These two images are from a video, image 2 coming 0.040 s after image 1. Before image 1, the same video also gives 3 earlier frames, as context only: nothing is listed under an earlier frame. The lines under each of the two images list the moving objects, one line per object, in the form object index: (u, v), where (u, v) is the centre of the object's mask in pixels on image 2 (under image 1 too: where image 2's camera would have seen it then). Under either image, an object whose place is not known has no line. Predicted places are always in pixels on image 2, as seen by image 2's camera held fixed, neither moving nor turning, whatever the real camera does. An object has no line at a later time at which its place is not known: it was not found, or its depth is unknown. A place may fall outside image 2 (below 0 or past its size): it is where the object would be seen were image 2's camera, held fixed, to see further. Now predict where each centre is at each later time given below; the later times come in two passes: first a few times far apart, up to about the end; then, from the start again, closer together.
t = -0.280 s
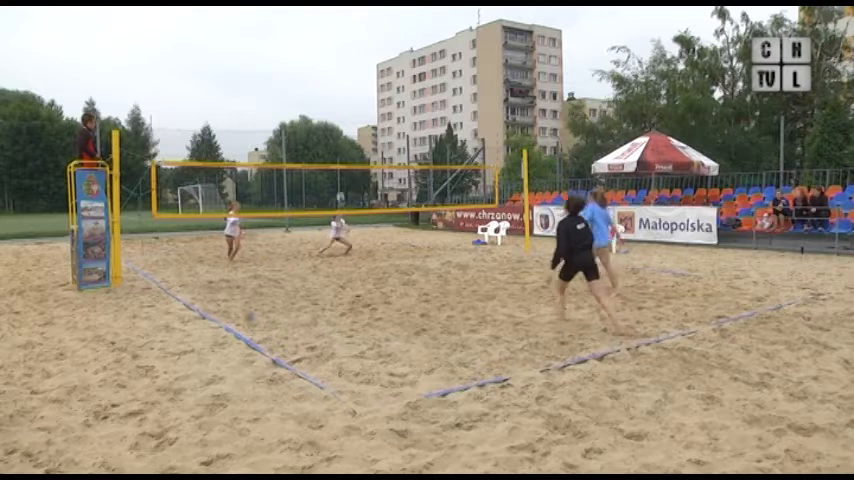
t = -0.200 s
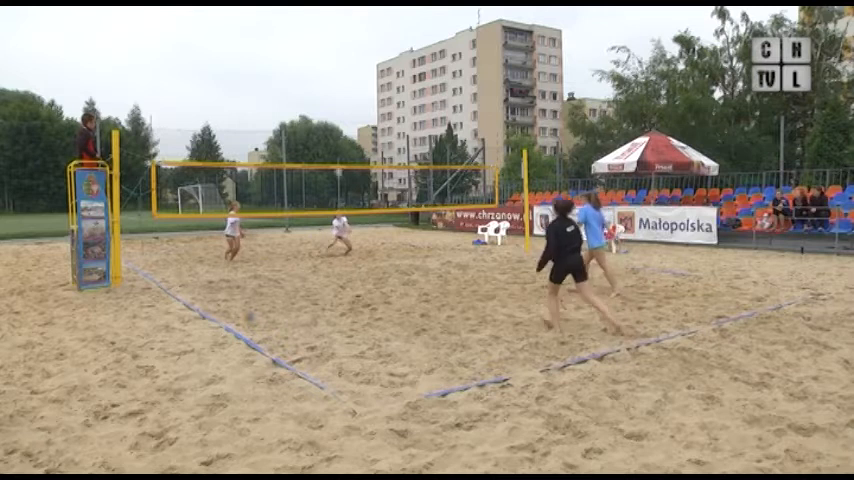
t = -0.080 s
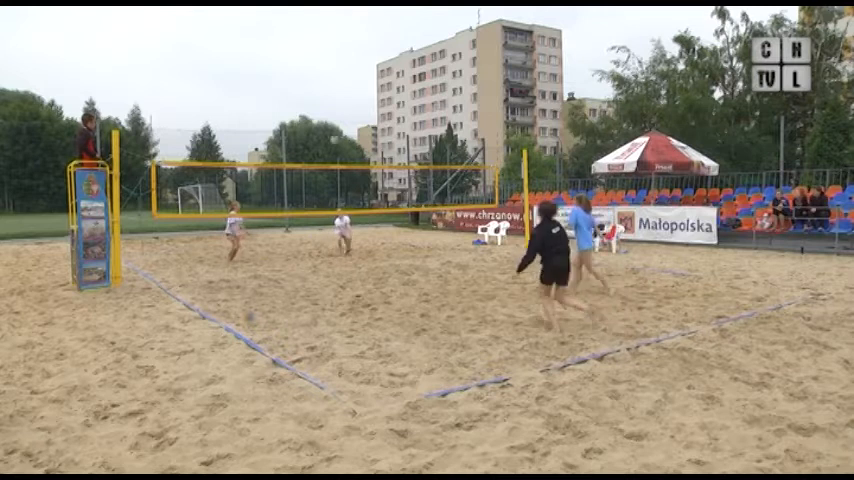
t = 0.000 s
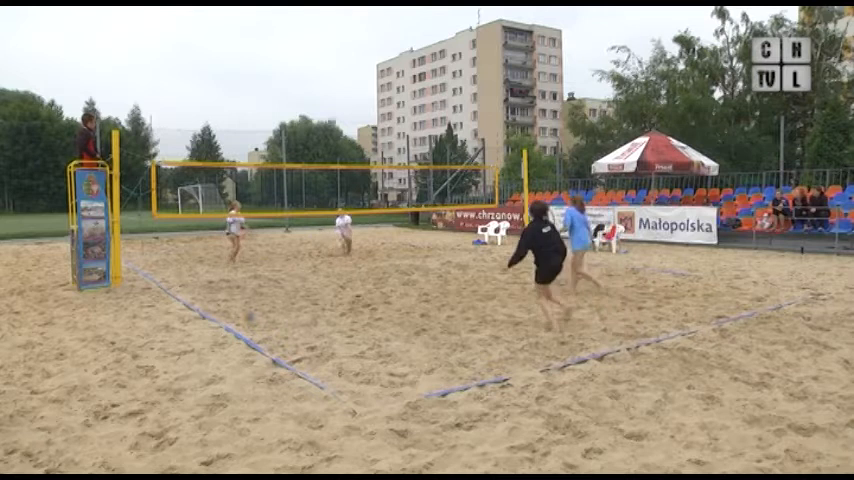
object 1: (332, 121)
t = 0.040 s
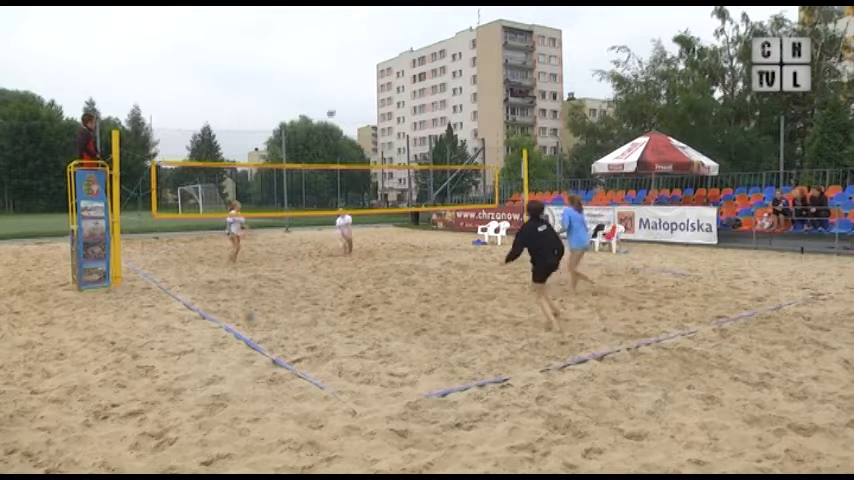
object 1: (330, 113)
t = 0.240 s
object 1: (324, 78)
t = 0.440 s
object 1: (318, 58)
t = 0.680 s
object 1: (312, 54)
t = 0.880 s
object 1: (306, 66)
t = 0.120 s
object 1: (328, 97)
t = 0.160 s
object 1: (327, 90)
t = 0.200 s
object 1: (326, 84)
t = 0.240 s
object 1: (324, 78)
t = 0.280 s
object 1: (323, 73)
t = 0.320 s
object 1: (322, 68)
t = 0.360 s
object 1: (321, 65)
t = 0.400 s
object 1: (320, 61)
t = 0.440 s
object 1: (318, 58)
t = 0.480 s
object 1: (318, 56)
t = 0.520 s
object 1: (316, 54)
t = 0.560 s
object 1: (315, 53)
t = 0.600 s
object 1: (314, 53)
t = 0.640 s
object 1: (313, 53)
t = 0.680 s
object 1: (312, 54)
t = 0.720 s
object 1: (311, 55)
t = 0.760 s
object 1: (309, 57)
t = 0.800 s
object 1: (308, 60)
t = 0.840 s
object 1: (308, 63)
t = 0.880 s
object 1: (306, 66)
